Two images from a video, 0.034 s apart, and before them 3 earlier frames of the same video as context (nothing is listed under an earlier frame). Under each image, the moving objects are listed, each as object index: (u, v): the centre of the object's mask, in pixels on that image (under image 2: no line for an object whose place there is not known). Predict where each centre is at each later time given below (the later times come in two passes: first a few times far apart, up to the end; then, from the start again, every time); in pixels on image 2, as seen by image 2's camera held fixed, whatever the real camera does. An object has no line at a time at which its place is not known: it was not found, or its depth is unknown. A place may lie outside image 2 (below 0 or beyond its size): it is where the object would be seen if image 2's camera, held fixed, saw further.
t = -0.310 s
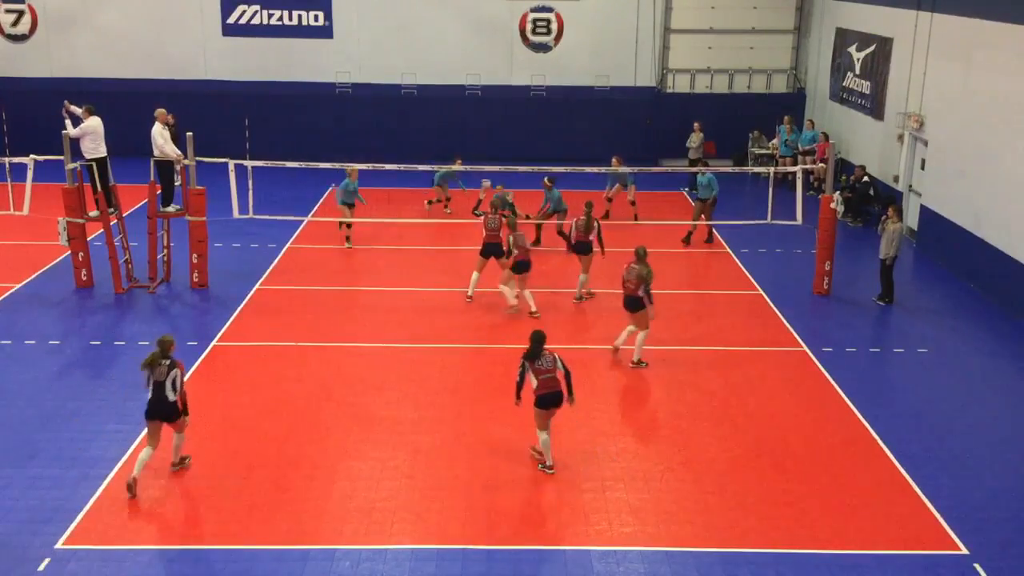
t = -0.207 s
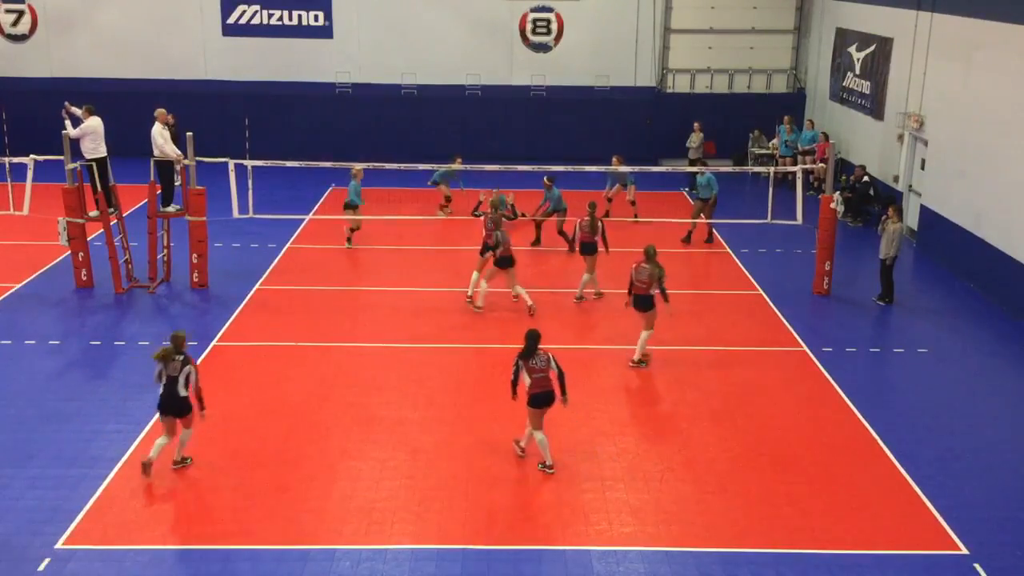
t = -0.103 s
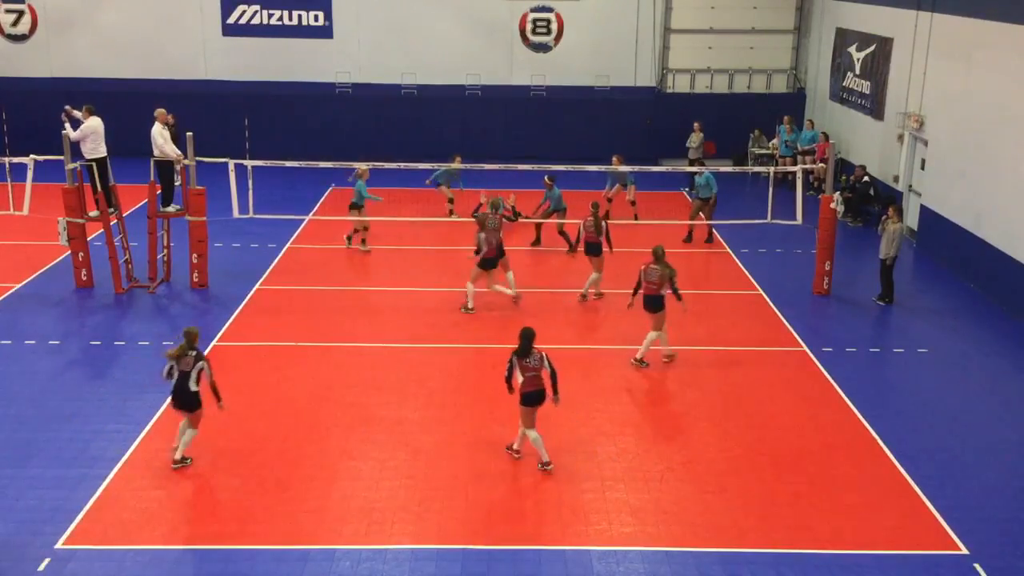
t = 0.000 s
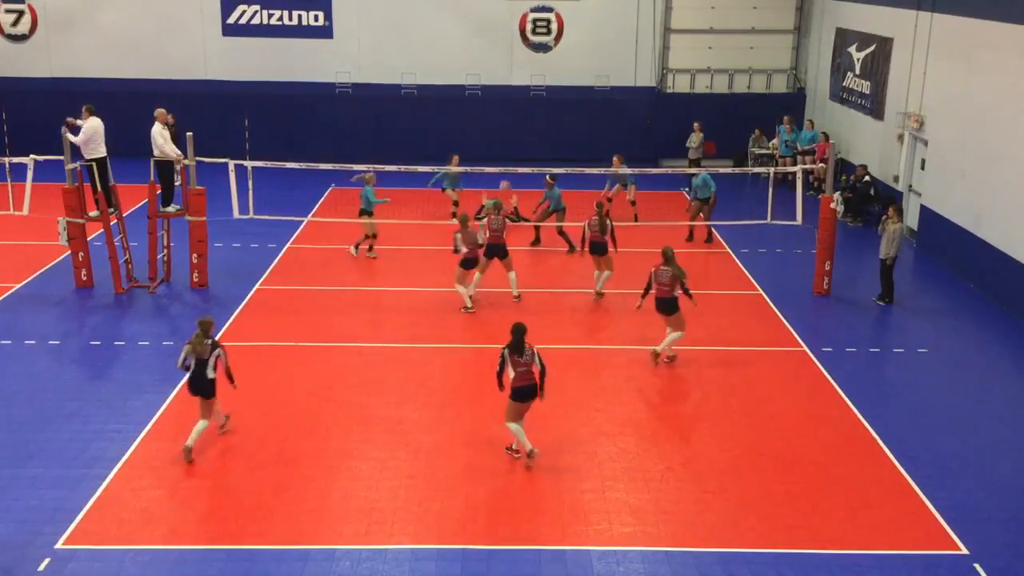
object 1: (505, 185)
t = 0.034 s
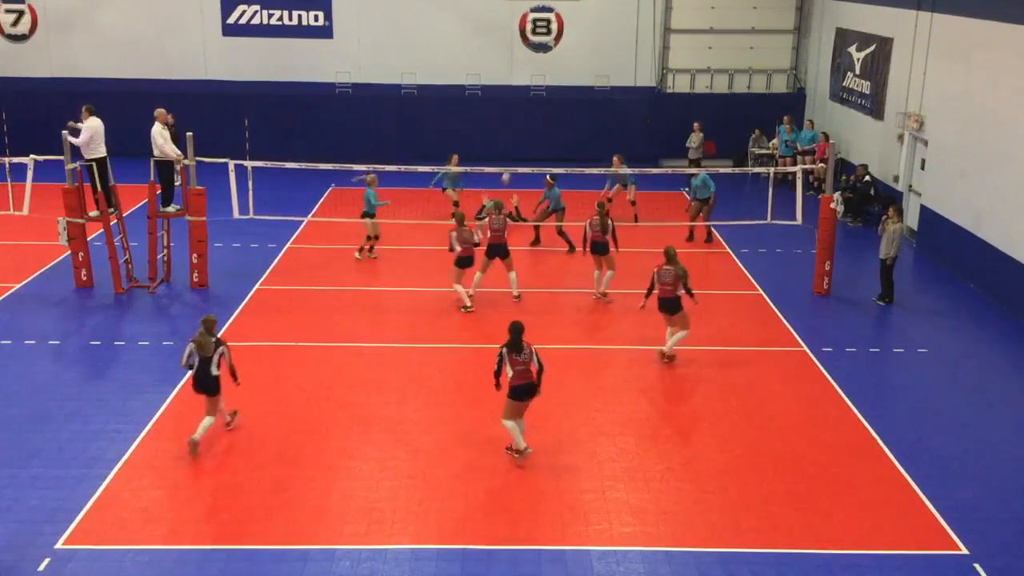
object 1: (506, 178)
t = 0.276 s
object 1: (519, 132)
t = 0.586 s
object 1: (536, 108)
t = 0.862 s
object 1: (553, 124)
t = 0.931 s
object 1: (557, 135)
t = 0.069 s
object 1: (508, 165)
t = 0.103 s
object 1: (509, 161)
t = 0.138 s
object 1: (511, 154)
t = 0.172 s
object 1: (513, 148)
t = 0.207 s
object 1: (517, 143)
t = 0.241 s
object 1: (517, 137)
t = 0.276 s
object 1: (519, 132)
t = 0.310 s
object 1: (520, 127)
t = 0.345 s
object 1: (522, 123)
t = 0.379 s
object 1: (524, 119)
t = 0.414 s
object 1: (526, 116)
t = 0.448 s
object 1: (528, 113)
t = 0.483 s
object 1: (530, 111)
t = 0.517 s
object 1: (532, 110)
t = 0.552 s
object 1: (534, 108)
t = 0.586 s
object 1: (536, 108)
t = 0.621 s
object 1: (538, 108)
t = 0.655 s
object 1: (541, 109)
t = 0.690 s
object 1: (542, 110)
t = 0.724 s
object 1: (545, 112)
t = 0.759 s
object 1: (547, 114)
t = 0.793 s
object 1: (549, 116)
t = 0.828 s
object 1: (551, 120)
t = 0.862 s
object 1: (553, 124)
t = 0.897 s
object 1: (555, 128)
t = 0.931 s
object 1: (557, 135)
